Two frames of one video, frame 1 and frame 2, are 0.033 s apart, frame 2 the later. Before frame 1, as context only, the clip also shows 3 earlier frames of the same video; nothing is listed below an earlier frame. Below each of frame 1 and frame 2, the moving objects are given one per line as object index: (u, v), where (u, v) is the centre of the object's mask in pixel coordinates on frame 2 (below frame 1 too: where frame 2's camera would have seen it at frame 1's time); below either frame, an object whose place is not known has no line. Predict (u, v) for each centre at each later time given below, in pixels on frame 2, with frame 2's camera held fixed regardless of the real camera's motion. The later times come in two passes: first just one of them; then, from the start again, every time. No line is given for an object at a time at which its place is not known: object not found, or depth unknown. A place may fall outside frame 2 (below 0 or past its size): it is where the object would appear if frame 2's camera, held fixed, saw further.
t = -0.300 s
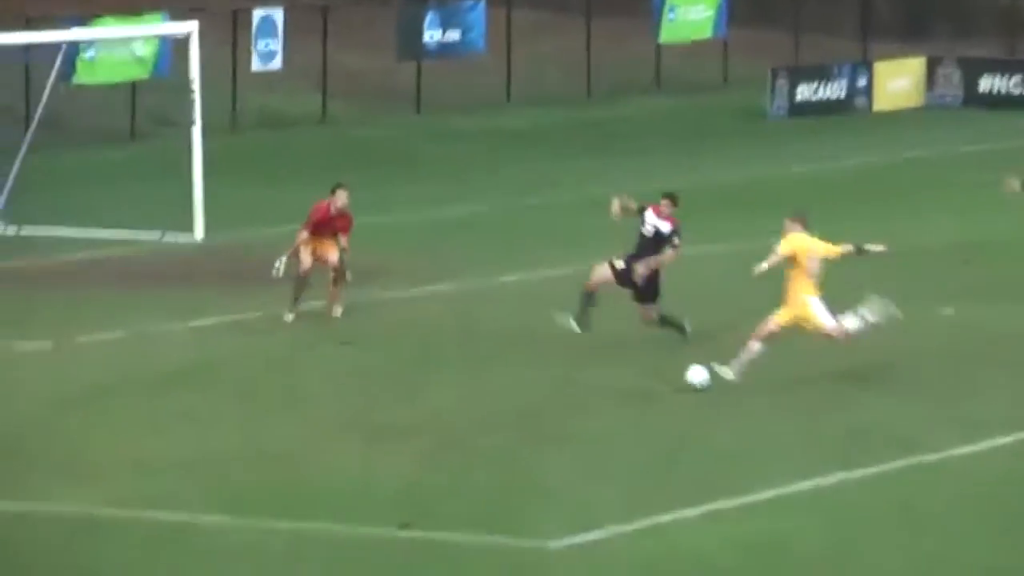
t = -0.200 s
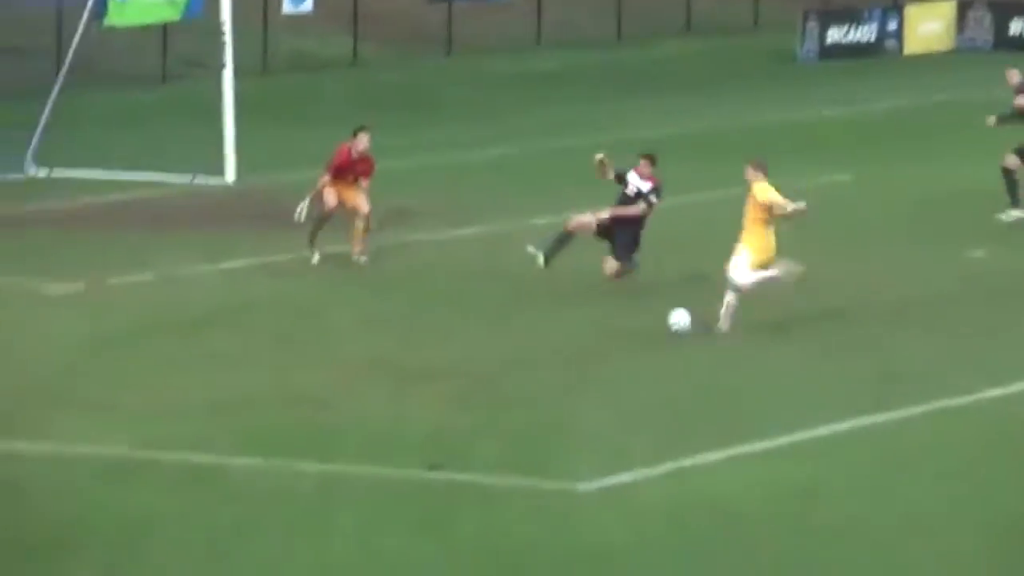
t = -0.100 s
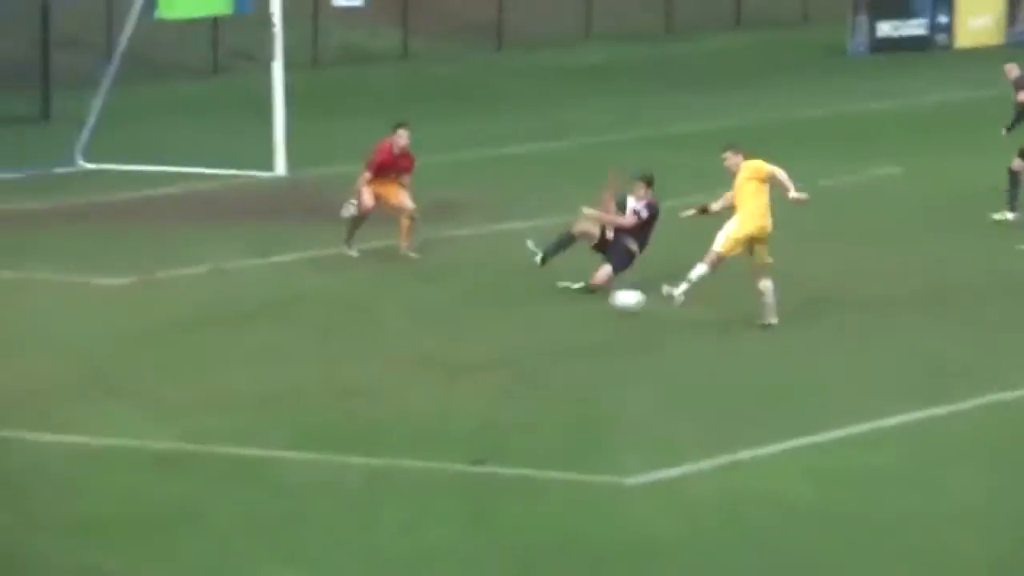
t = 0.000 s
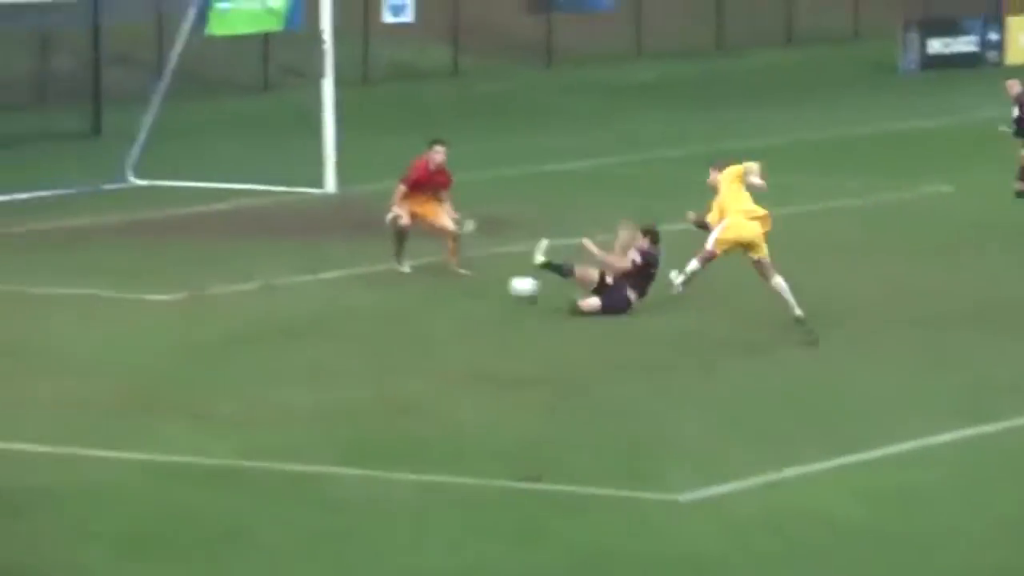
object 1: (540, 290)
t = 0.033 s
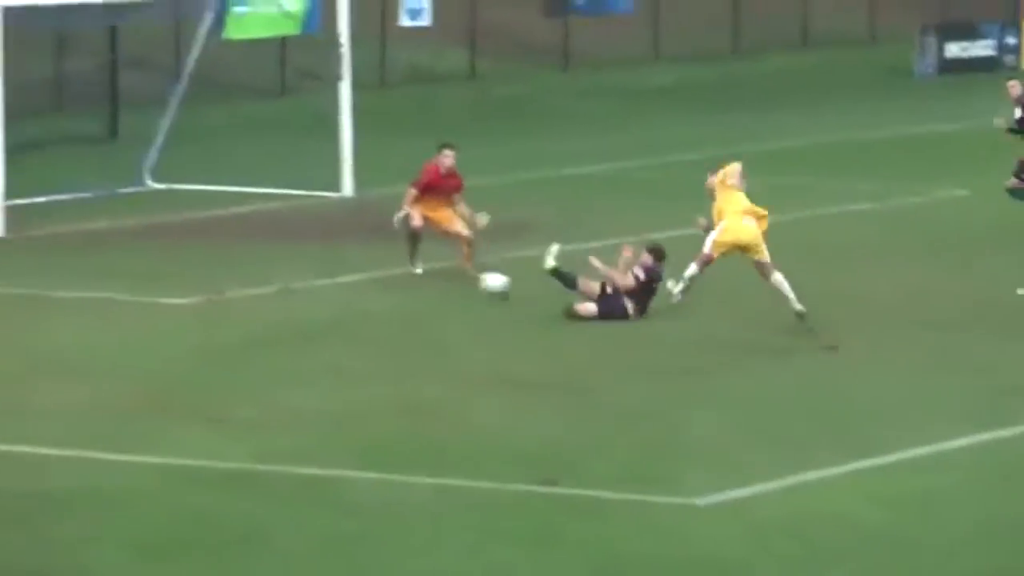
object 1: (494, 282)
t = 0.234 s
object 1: (258, 244)
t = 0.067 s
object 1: (449, 273)
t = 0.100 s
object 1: (408, 266)
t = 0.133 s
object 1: (368, 260)
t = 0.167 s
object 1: (329, 254)
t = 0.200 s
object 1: (293, 249)
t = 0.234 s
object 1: (258, 244)
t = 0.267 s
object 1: (225, 240)
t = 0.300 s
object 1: (192, 237)
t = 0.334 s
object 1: (163, 234)
